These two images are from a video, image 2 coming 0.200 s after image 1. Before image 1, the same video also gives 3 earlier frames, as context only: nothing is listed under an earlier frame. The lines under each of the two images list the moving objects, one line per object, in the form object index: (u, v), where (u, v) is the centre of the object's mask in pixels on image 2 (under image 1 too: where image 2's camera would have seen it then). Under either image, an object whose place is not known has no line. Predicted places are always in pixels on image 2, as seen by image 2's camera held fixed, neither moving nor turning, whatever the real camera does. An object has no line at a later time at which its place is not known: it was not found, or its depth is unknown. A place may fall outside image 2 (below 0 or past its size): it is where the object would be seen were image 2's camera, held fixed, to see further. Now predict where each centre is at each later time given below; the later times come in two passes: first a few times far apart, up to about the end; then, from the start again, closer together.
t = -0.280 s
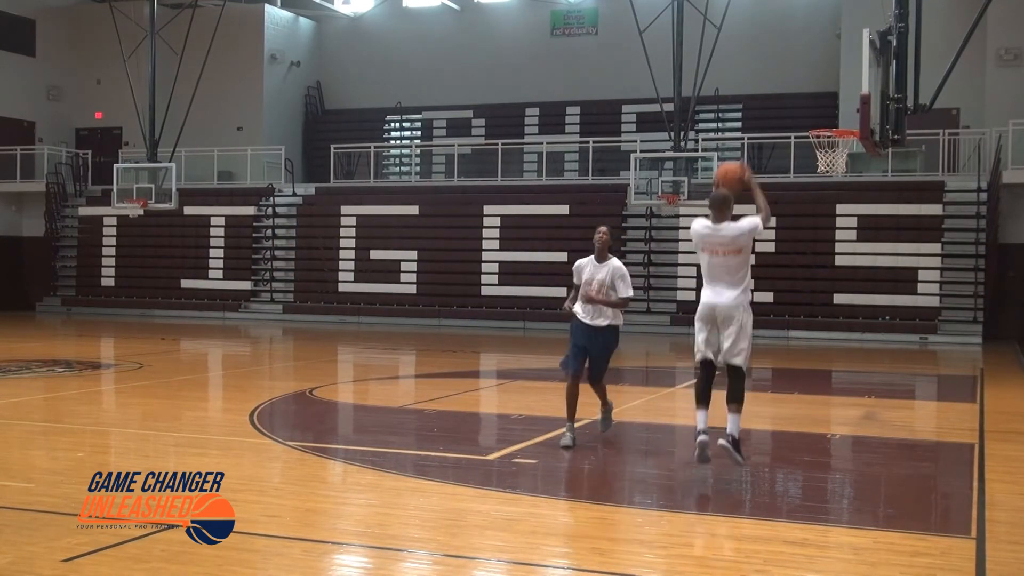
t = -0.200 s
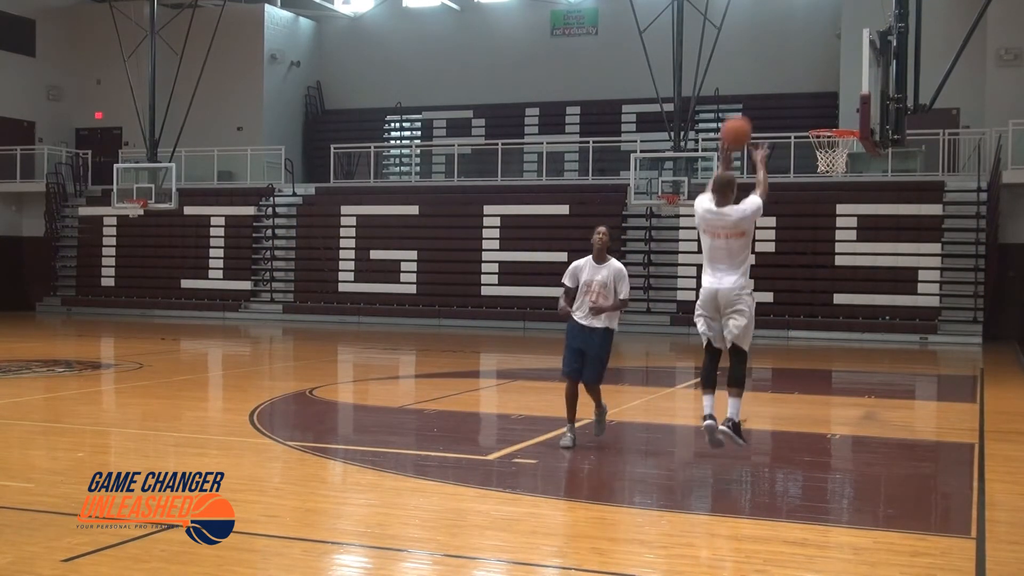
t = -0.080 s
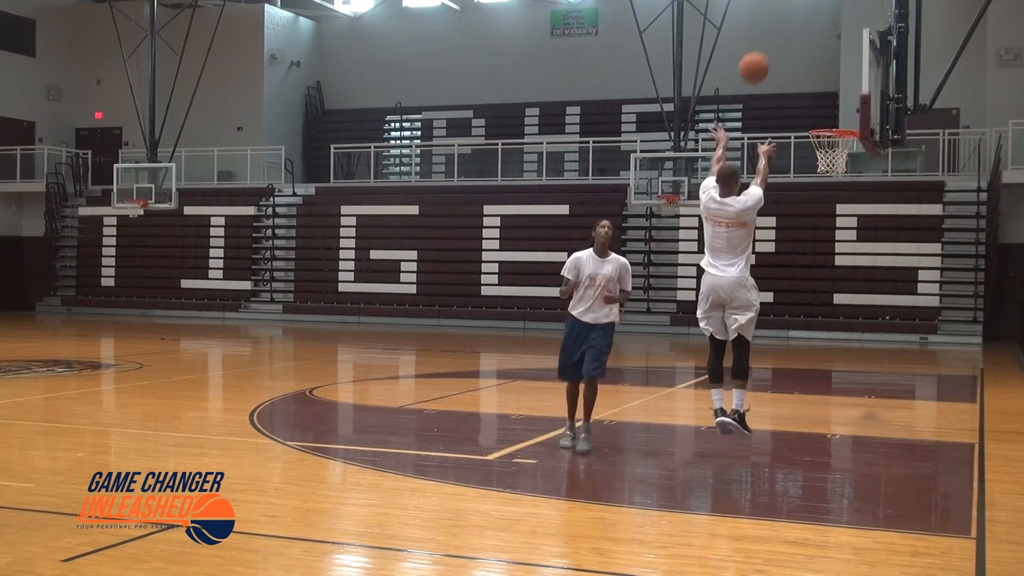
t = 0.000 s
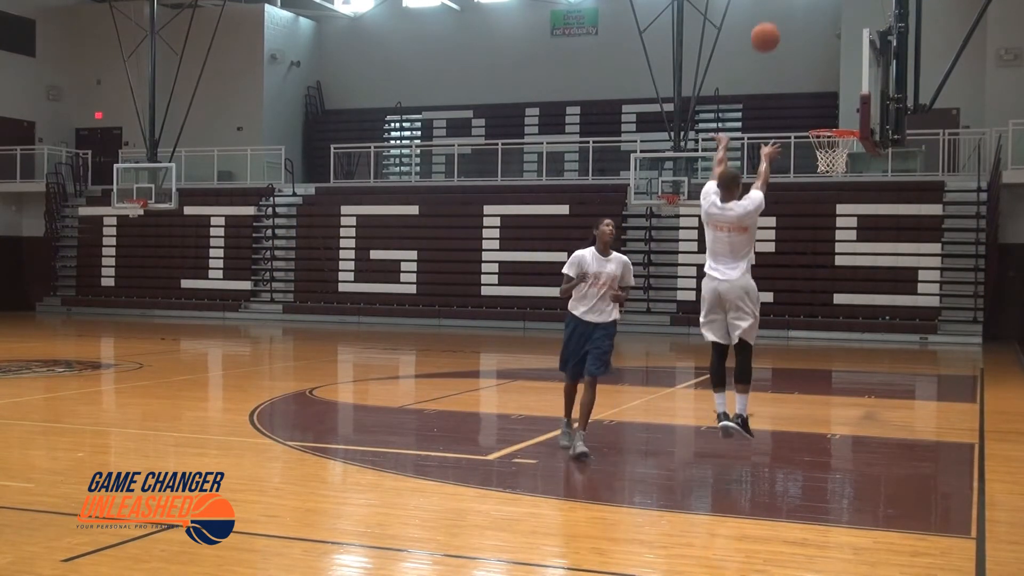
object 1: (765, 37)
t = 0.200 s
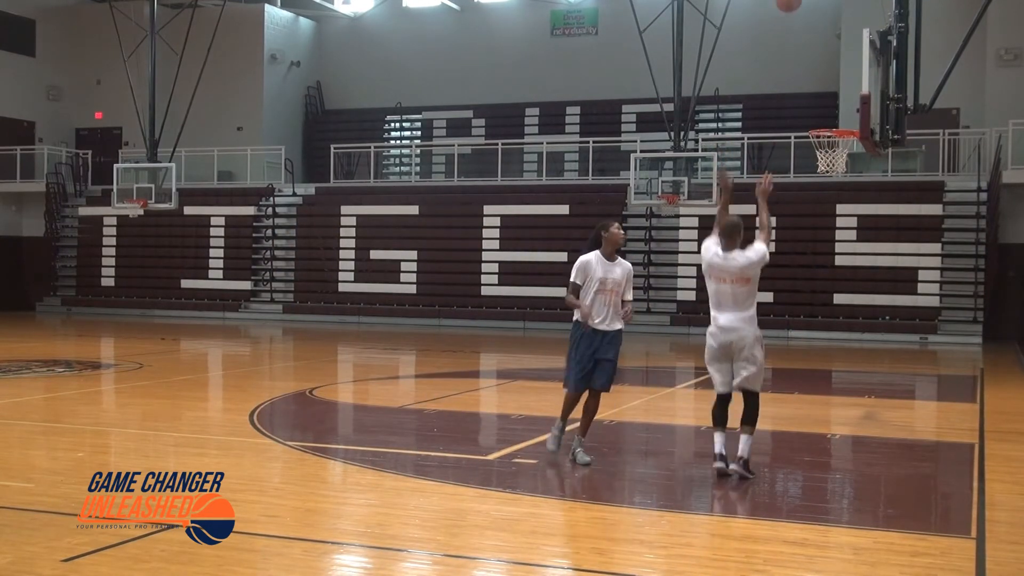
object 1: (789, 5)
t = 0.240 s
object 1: (792, 4)
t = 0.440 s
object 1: (812, 11)
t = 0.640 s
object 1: (828, 59)
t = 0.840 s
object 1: (835, 121)
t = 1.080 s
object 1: (770, 93)
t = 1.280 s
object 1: (709, 107)
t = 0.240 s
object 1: (792, 4)
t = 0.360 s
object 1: (805, 6)
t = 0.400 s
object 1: (808, 7)
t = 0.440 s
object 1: (812, 11)
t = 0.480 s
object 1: (815, 17)
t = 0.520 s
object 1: (819, 26)
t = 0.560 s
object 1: (823, 35)
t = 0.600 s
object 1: (825, 46)
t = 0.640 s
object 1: (828, 59)
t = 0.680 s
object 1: (831, 72)
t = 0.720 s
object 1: (834, 87)
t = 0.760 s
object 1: (836, 103)
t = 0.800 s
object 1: (839, 119)
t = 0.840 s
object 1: (835, 121)
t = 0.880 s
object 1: (825, 116)
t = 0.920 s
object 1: (814, 109)
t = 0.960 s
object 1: (803, 103)
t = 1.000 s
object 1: (792, 98)
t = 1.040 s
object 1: (781, 95)
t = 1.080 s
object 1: (770, 93)
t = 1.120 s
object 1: (758, 93)
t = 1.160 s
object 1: (746, 94)
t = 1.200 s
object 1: (734, 97)
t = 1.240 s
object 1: (722, 101)
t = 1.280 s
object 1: (709, 107)
